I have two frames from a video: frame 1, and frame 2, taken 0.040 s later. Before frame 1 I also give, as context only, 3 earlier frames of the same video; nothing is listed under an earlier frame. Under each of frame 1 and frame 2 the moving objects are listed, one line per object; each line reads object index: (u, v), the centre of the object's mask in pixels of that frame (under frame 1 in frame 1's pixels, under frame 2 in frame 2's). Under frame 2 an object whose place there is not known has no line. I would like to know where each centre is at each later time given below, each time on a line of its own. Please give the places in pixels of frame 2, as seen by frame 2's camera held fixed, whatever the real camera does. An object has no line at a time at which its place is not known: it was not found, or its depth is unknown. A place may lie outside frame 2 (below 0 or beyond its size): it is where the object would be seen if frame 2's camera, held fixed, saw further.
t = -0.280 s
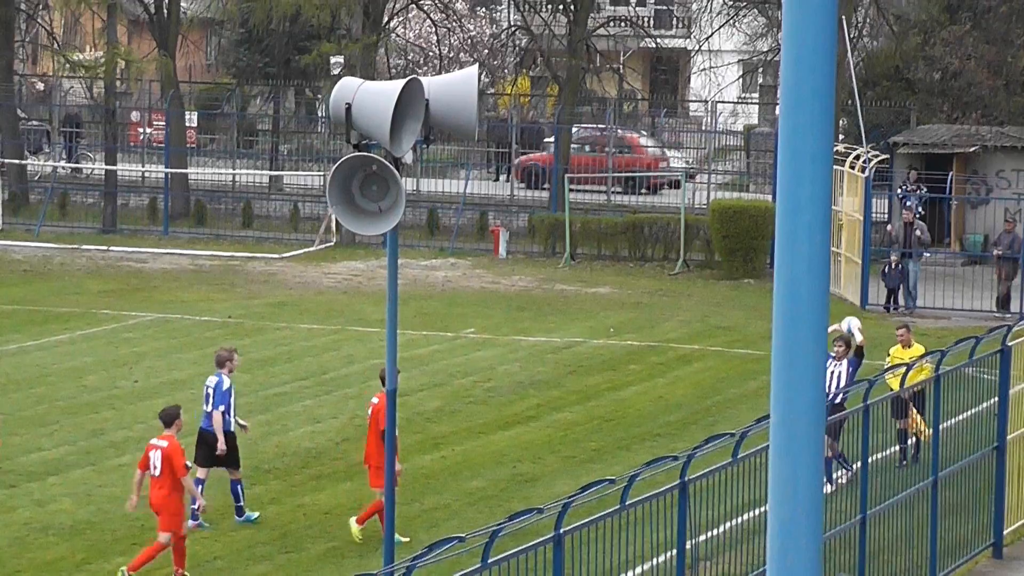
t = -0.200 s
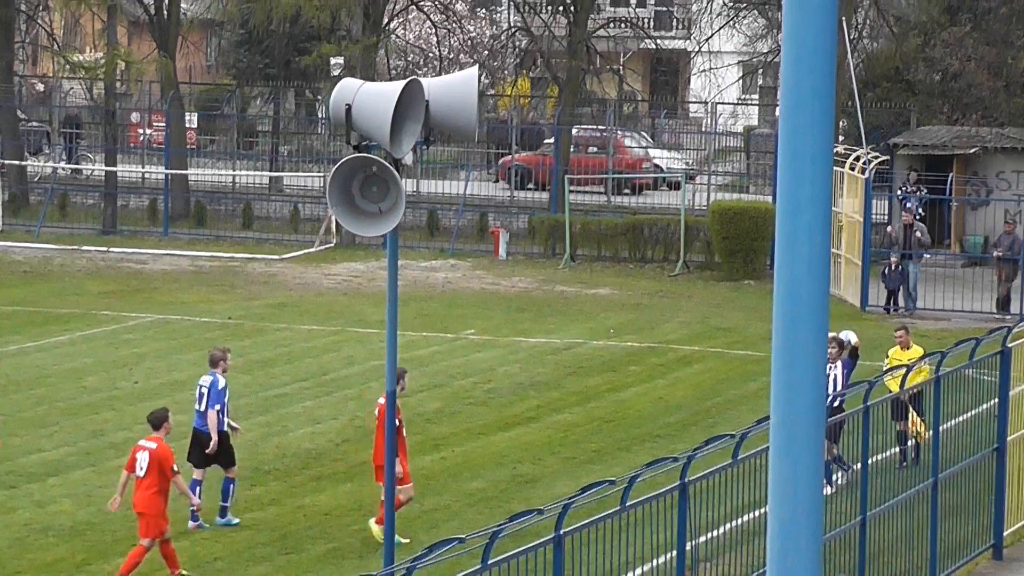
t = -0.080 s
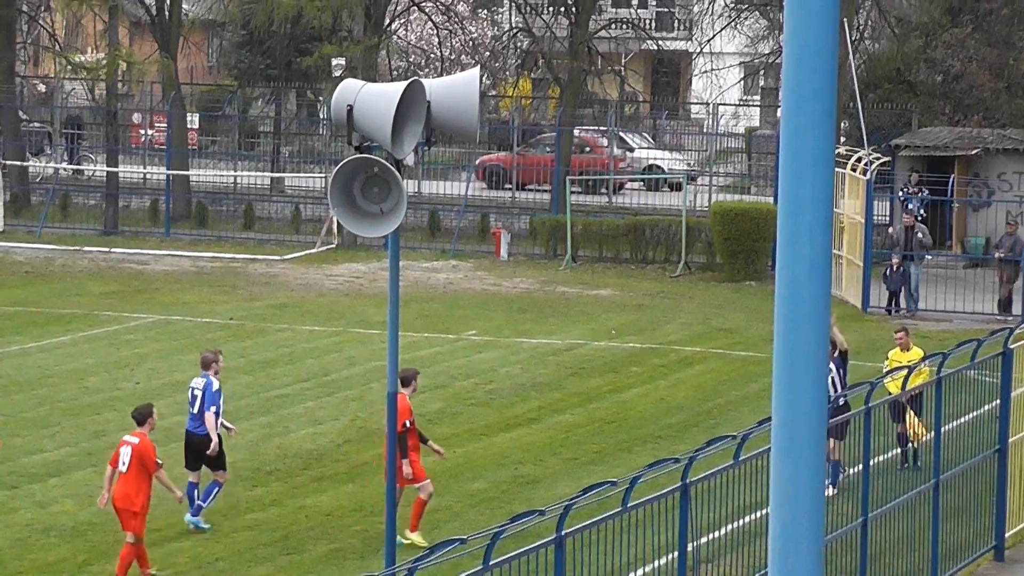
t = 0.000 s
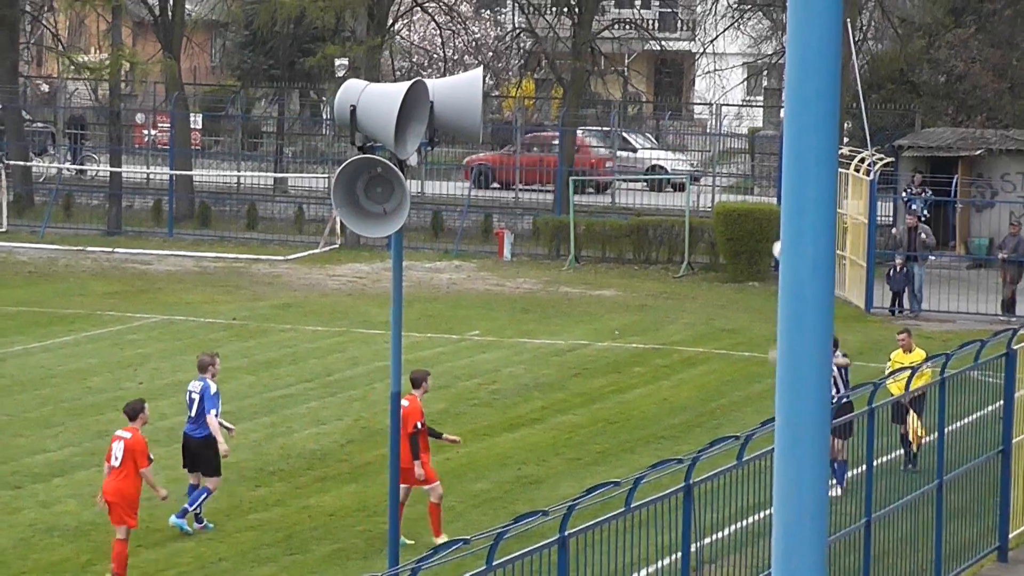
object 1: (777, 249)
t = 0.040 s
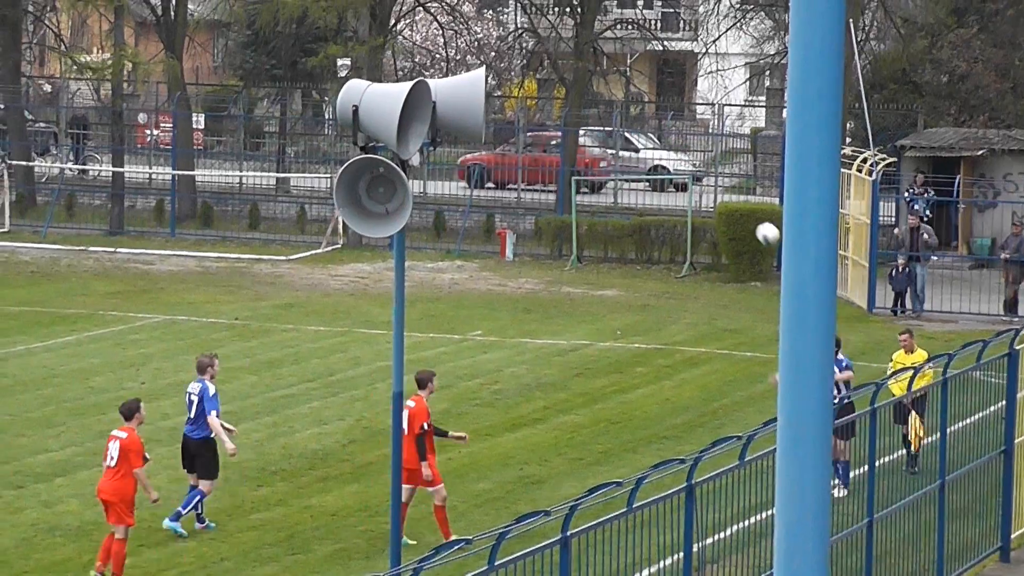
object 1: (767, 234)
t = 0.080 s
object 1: (749, 217)
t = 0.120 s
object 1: (731, 203)
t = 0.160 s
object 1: (713, 191)
